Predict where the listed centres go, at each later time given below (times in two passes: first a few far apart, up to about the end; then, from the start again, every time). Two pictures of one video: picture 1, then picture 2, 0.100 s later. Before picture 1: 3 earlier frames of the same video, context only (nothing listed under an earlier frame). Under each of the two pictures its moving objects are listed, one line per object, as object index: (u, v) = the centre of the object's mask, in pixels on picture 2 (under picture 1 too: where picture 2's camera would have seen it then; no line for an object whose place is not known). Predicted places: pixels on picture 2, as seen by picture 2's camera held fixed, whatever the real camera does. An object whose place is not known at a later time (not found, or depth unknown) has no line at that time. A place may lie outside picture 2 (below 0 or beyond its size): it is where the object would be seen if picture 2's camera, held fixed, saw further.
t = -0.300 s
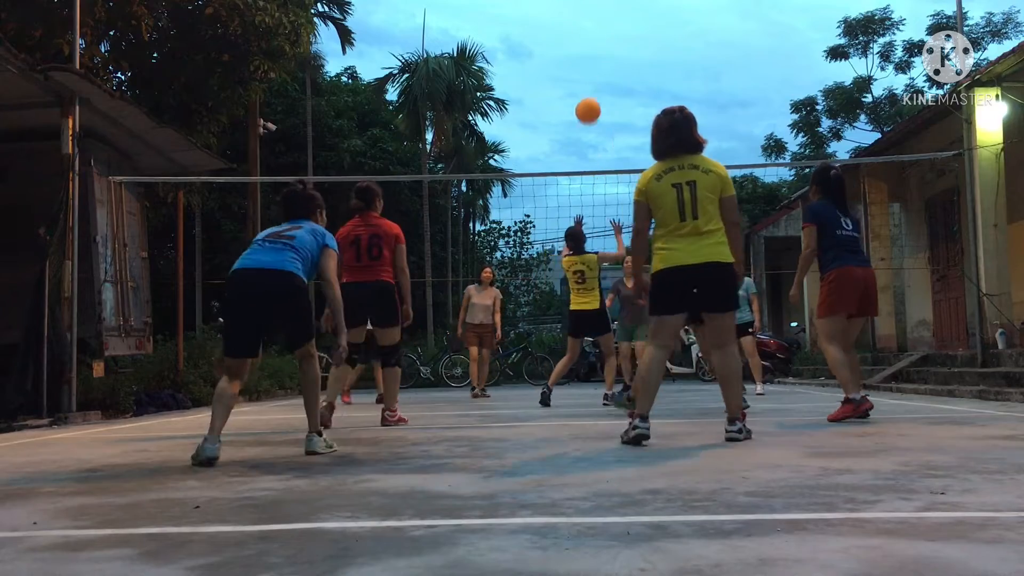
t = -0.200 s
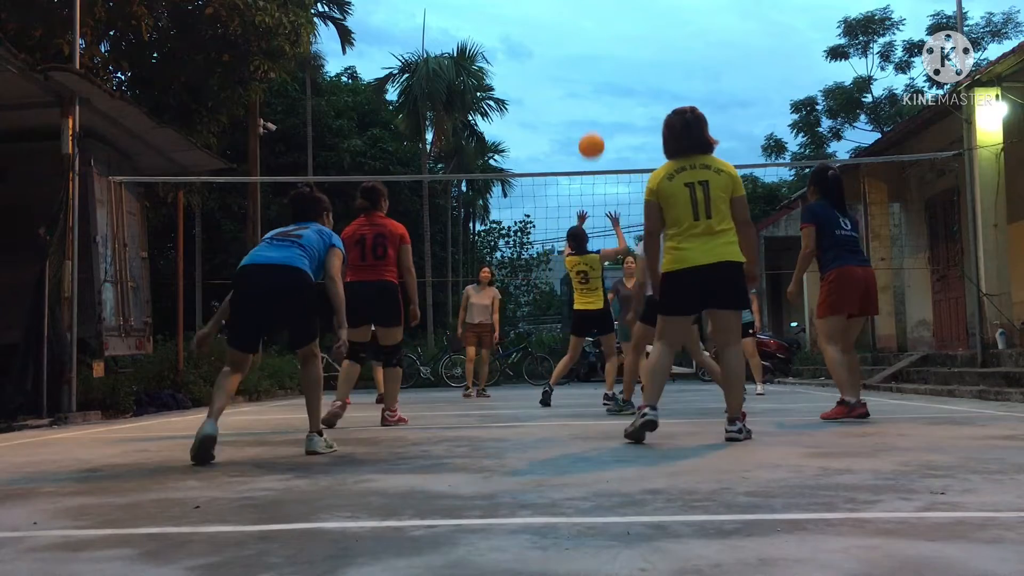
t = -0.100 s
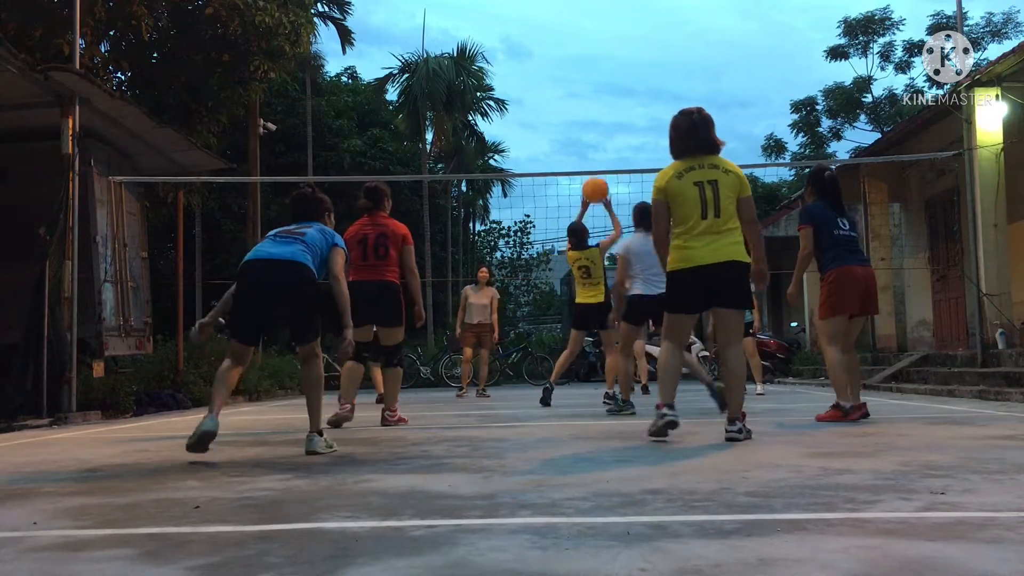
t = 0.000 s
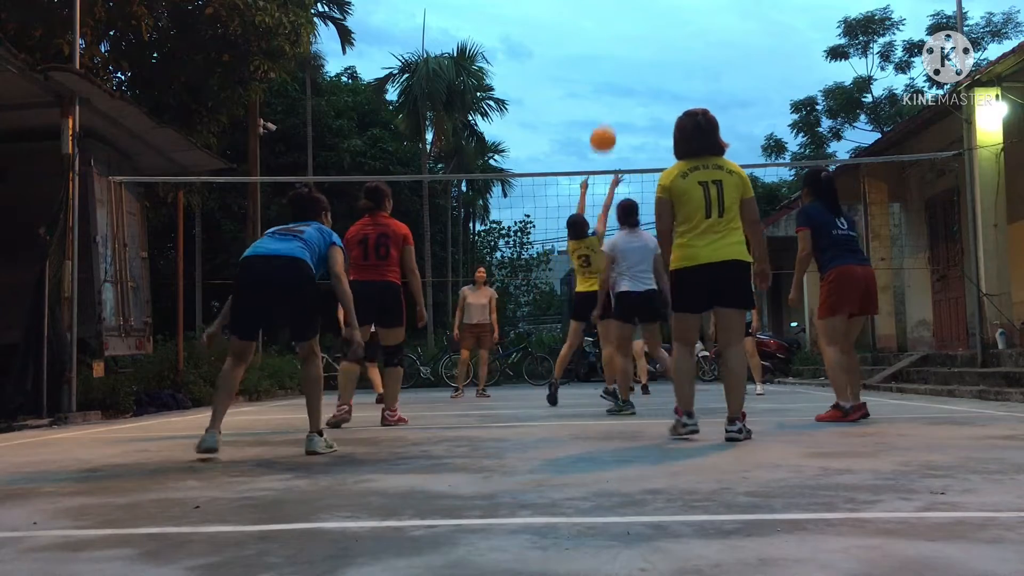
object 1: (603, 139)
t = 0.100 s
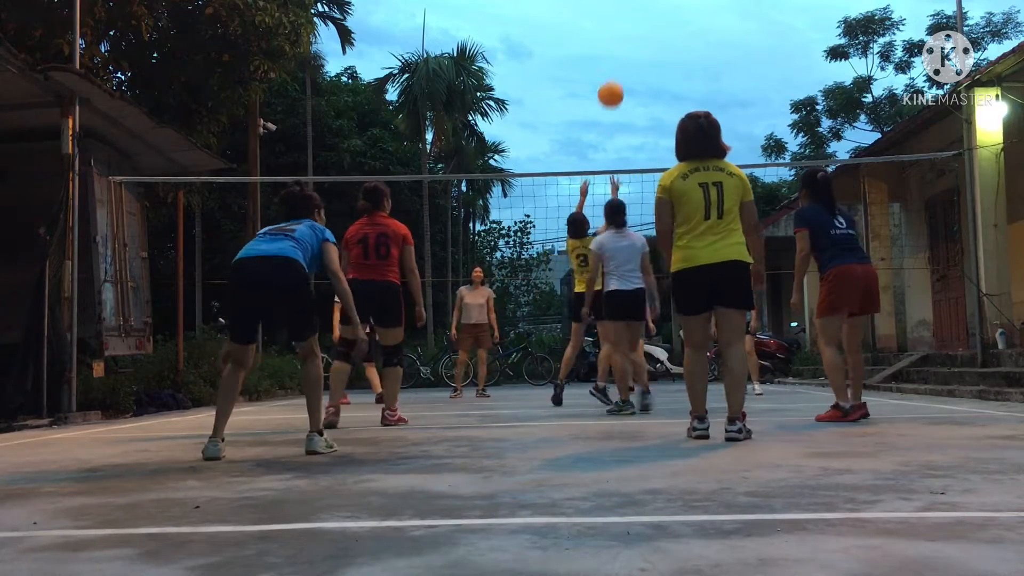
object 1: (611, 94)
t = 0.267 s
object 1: (623, 45)
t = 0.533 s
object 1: (639, 26)
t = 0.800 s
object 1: (657, 72)
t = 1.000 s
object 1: (666, 144)
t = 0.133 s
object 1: (613, 82)
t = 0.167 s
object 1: (616, 71)
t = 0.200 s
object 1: (618, 61)
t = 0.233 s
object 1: (620, 53)
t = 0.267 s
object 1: (623, 45)
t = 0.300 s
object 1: (625, 39)
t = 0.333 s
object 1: (627, 34)
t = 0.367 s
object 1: (629, 30)
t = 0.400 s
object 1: (631, 27)
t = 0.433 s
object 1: (633, 25)
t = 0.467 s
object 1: (635, 24)
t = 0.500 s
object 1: (637, 25)
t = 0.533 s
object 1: (639, 26)
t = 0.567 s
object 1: (642, 28)
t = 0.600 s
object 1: (644, 32)
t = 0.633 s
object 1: (646, 36)
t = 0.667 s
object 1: (648, 42)
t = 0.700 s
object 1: (651, 48)
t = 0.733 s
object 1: (653, 55)
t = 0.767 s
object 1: (655, 63)
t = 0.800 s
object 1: (657, 72)
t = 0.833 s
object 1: (659, 82)
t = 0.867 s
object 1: (662, 93)
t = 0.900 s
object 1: (664, 104)
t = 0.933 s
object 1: (666, 117)
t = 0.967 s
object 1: (668, 130)
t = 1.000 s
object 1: (666, 144)
